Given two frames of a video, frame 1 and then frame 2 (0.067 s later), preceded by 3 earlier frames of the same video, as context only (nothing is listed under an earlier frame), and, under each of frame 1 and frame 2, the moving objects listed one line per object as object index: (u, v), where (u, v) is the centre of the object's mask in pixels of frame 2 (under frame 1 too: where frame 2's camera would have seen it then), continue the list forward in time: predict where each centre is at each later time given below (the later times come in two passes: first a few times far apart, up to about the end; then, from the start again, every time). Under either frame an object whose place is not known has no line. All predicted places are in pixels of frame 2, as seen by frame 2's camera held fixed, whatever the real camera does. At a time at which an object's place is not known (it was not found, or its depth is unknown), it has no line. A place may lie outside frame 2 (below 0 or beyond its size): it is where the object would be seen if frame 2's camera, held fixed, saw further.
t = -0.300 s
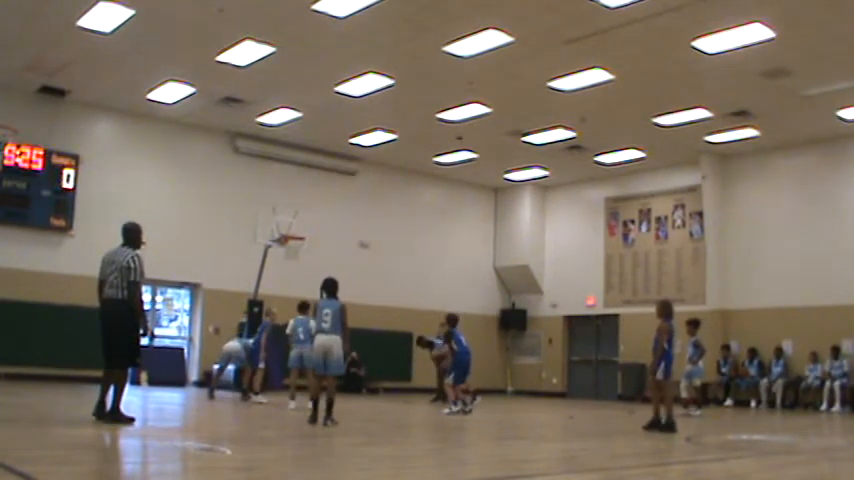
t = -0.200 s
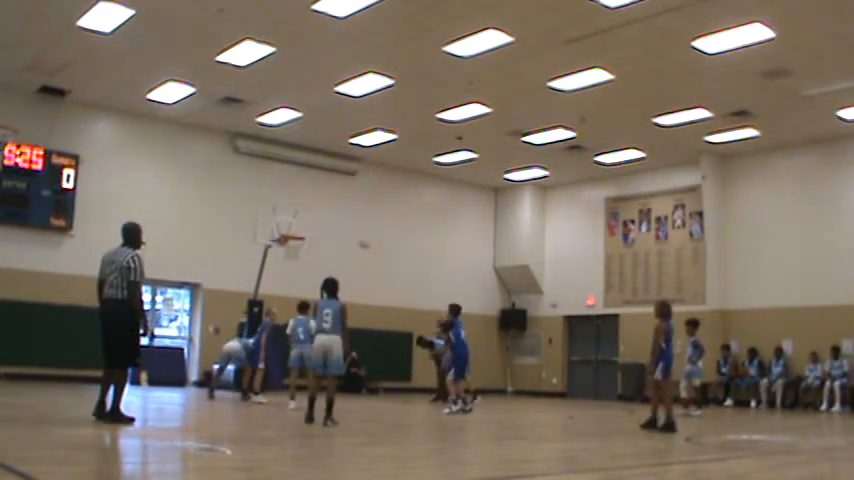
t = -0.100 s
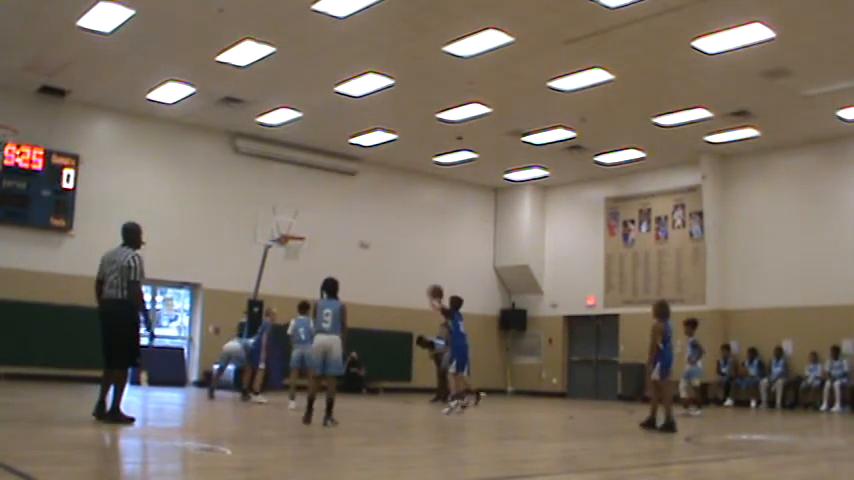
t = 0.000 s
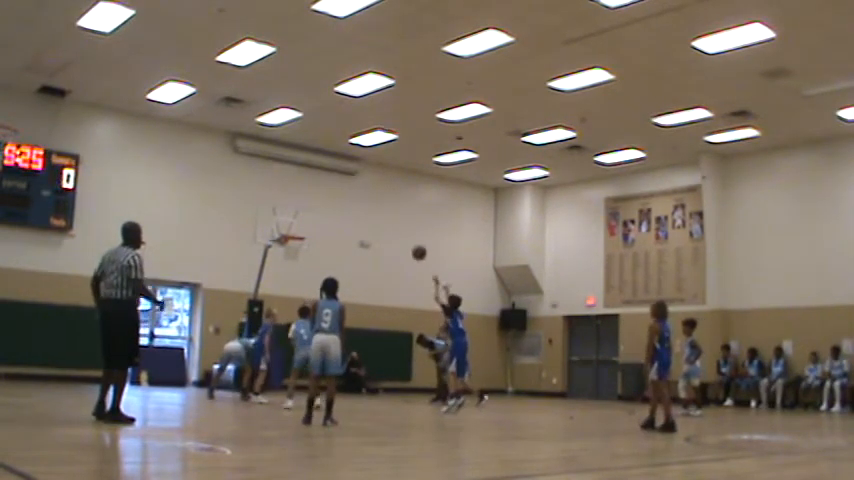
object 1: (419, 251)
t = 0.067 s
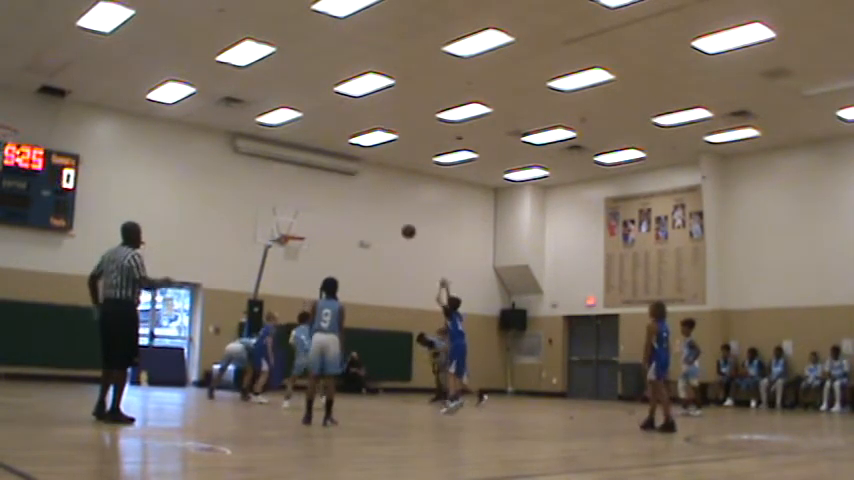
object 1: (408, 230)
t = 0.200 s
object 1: (388, 197)
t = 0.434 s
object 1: (355, 171)
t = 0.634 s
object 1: (330, 174)
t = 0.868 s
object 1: (300, 201)
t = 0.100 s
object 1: (403, 220)
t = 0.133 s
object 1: (398, 211)
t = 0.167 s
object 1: (393, 204)
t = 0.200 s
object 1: (388, 197)
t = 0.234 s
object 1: (383, 191)
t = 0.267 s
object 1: (378, 186)
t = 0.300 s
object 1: (373, 182)
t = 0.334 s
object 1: (369, 178)
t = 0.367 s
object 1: (364, 175)
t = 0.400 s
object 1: (360, 173)
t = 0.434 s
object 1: (355, 171)
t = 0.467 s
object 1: (351, 170)
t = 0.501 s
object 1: (347, 170)
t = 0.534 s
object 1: (343, 170)
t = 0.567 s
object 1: (338, 171)
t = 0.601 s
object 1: (333, 172)
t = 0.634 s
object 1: (330, 174)
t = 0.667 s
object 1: (325, 176)
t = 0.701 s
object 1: (320, 179)
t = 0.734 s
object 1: (317, 182)
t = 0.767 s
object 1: (312, 186)
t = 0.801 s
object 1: (308, 190)
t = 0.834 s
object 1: (304, 196)
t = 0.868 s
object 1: (300, 201)
